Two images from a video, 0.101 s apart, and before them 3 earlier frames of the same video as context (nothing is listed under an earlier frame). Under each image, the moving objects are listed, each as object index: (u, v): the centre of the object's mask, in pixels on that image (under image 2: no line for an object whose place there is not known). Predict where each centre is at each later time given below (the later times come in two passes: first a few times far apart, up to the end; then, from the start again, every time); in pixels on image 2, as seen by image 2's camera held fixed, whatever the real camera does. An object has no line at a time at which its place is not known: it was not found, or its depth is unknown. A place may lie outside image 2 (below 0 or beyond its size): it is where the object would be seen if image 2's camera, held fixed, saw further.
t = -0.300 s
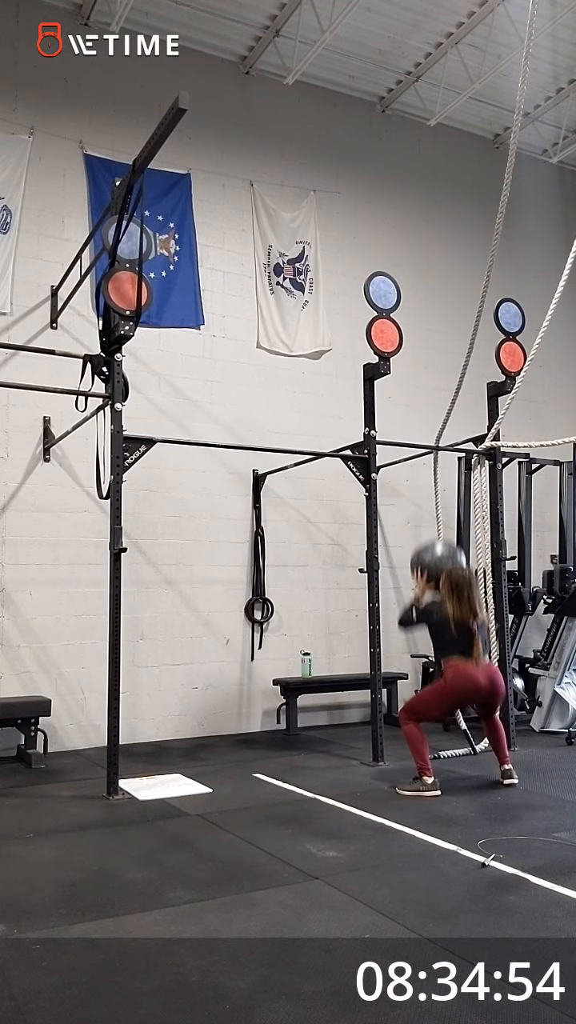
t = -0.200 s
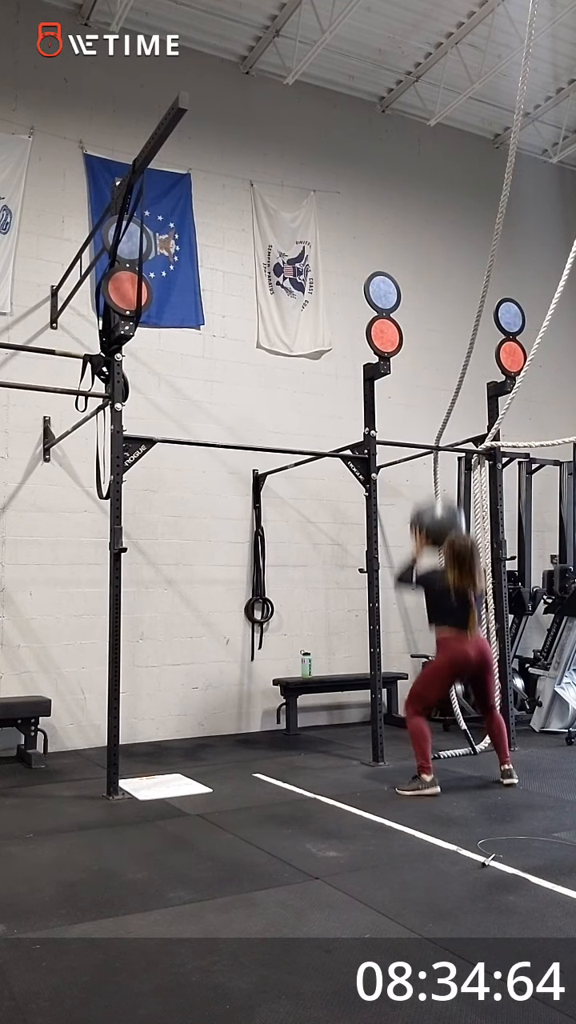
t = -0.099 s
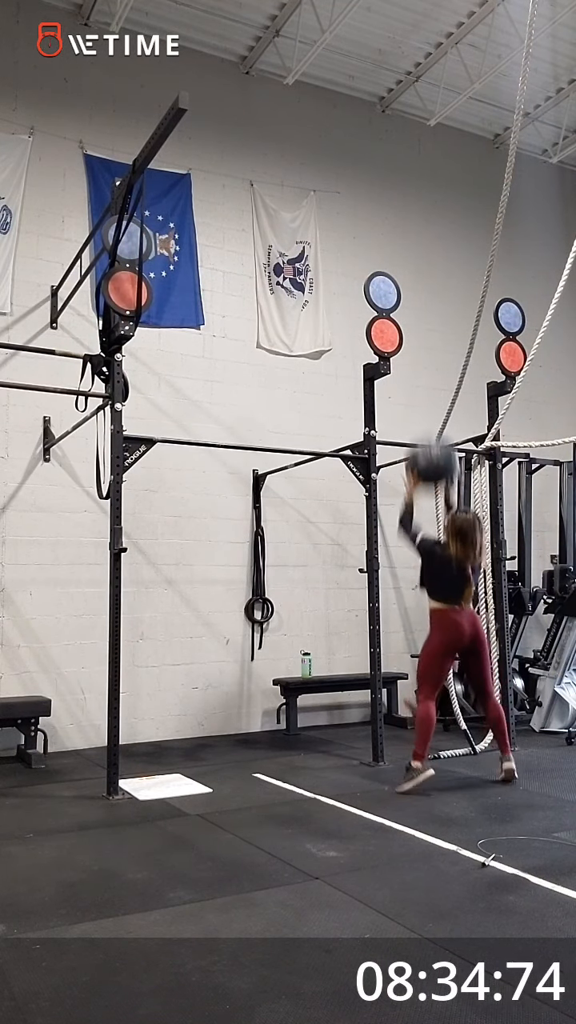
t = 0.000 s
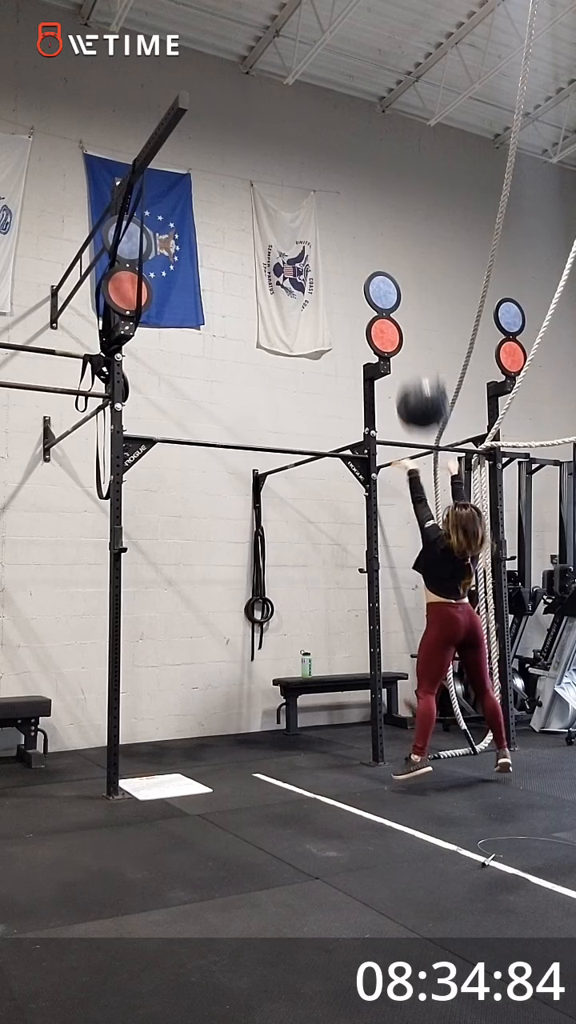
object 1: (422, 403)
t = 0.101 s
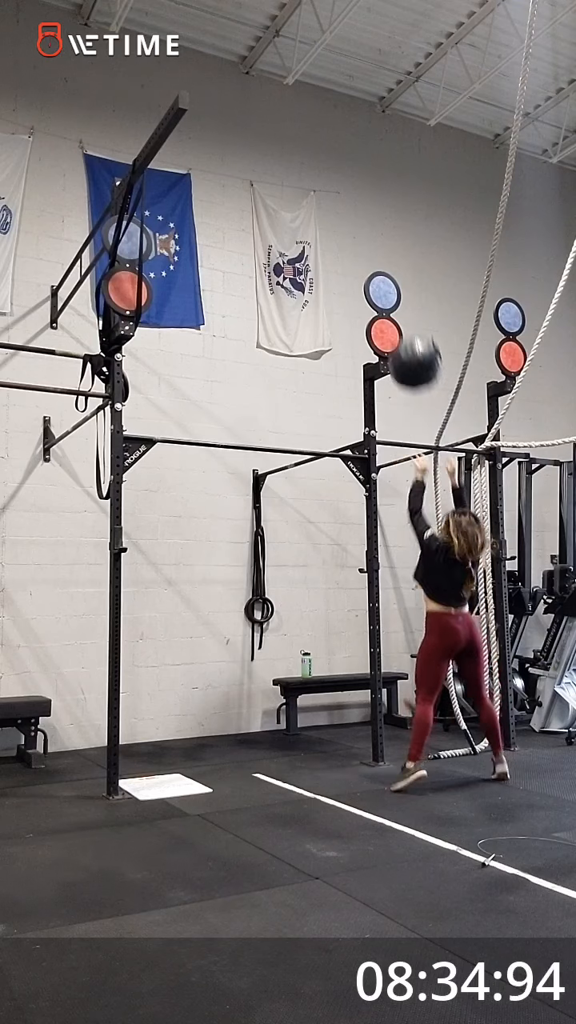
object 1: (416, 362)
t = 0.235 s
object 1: (405, 331)
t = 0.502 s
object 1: (400, 338)
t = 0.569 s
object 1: (403, 355)
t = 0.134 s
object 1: (413, 352)
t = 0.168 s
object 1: (410, 343)
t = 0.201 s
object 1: (408, 336)
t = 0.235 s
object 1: (405, 331)
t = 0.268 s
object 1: (402, 327)
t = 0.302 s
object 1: (400, 325)
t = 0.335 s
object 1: (397, 325)
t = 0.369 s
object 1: (396, 325)
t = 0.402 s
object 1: (396, 327)
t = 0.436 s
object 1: (397, 329)
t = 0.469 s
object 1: (398, 332)
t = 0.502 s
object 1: (400, 338)
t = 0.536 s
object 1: (402, 346)
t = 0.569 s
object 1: (403, 355)
